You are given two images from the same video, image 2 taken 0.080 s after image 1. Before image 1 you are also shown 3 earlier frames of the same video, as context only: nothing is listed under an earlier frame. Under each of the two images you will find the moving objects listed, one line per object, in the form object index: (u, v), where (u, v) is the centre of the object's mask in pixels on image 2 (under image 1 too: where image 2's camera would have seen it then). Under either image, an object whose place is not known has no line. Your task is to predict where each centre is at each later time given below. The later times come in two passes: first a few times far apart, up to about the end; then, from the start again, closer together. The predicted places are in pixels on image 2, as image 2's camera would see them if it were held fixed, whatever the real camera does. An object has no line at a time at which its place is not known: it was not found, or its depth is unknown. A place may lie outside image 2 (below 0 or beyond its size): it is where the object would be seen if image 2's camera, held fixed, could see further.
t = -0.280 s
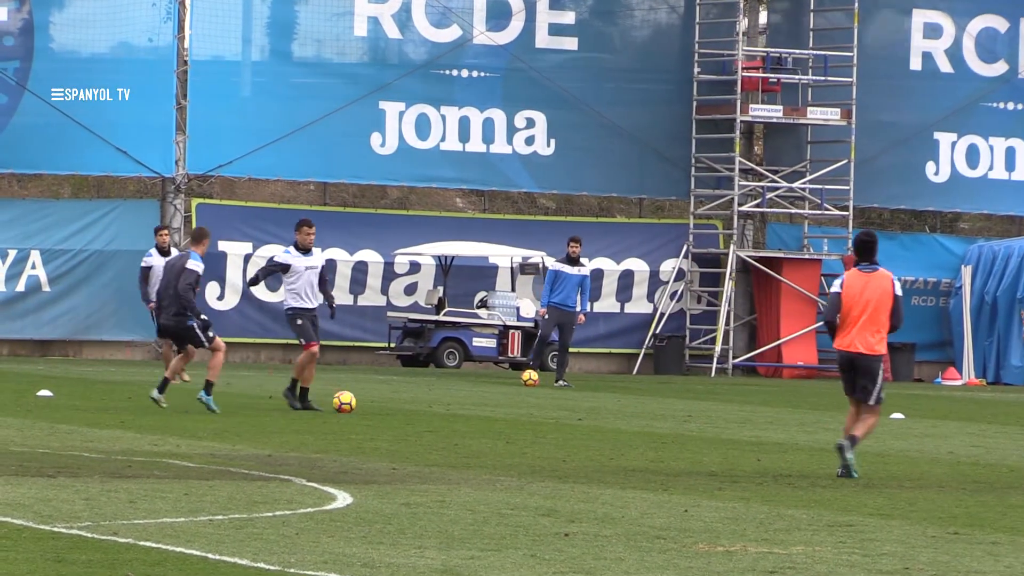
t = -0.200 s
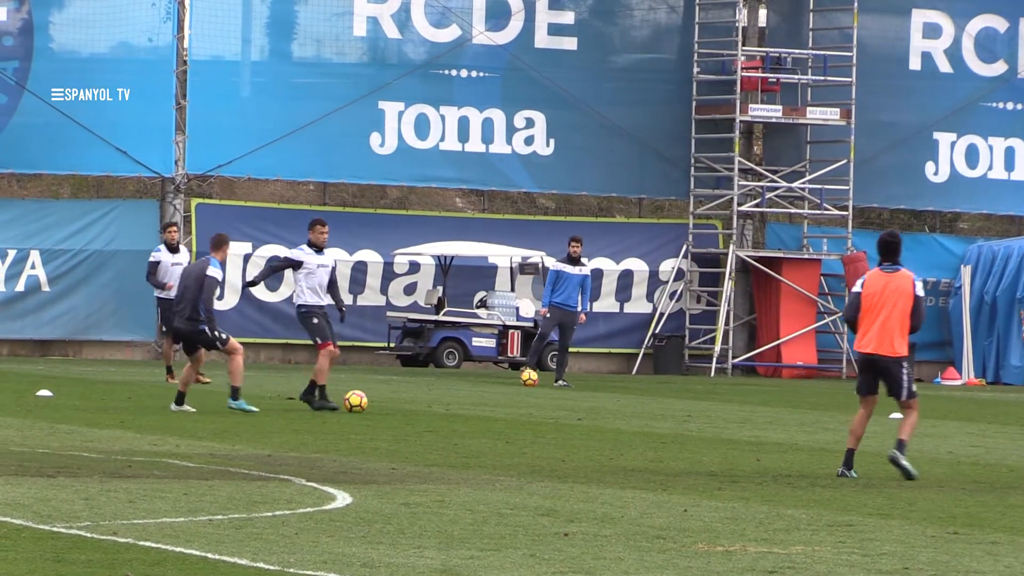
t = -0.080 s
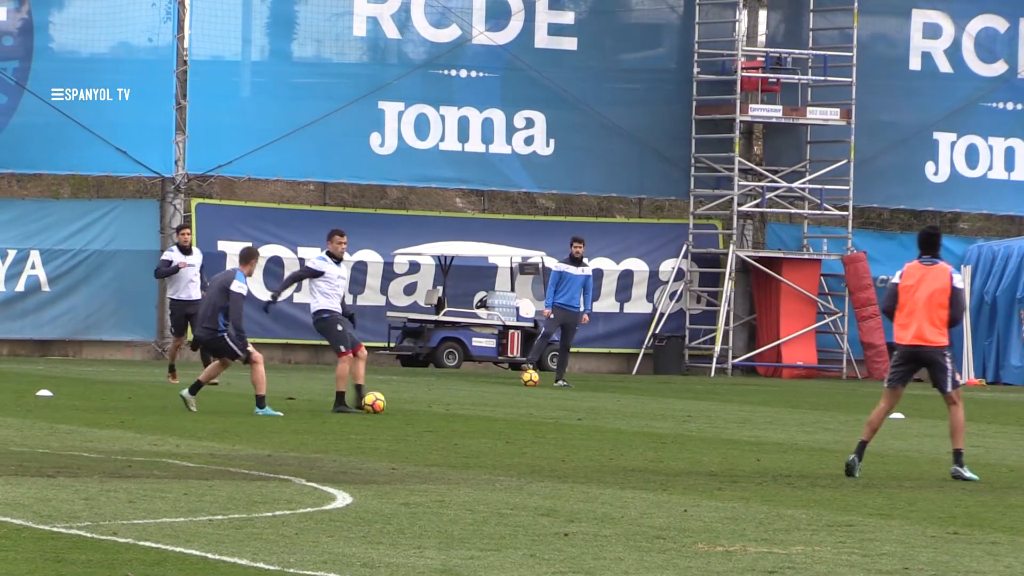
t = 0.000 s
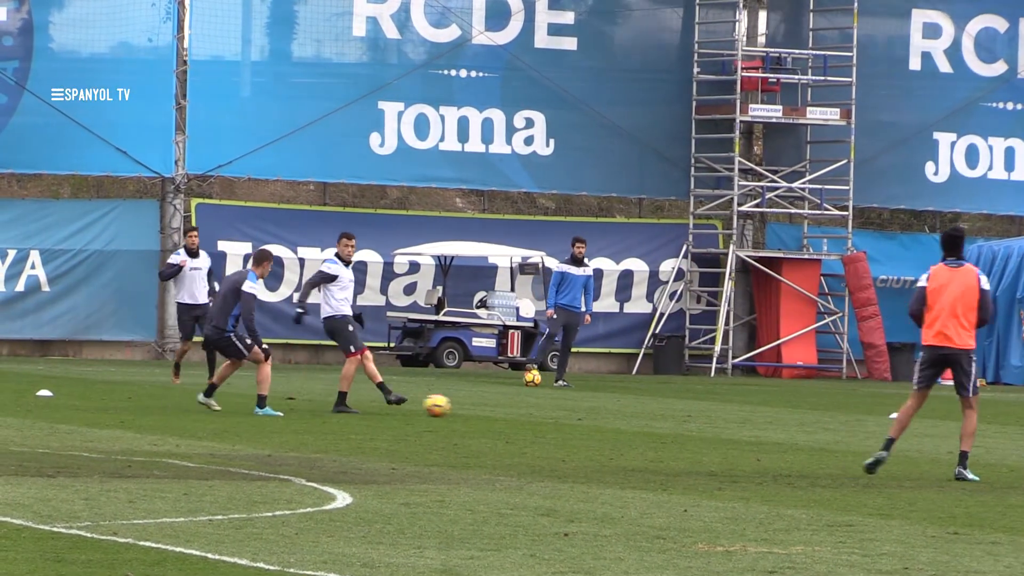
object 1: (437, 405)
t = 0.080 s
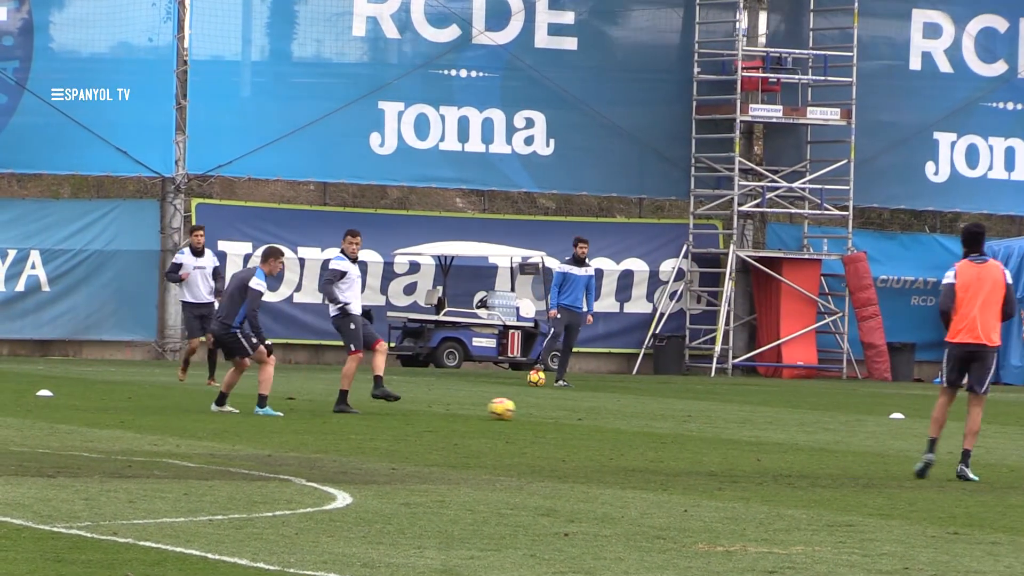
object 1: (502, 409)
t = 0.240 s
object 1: (623, 416)
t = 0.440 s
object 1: (760, 424)
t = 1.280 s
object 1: (1228, 459)
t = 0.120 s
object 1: (533, 410)
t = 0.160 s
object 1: (565, 413)
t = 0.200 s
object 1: (594, 415)
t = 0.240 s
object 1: (623, 416)
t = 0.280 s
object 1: (652, 418)
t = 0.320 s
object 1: (679, 418)
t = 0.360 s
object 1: (706, 420)
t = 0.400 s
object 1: (733, 422)
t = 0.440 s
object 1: (760, 424)
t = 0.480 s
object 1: (783, 422)
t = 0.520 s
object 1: (808, 421)
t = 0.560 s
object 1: (833, 423)
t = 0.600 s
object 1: (857, 427)
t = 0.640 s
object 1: (882, 431)
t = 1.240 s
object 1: (1205, 457)
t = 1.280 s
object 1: (1228, 459)
